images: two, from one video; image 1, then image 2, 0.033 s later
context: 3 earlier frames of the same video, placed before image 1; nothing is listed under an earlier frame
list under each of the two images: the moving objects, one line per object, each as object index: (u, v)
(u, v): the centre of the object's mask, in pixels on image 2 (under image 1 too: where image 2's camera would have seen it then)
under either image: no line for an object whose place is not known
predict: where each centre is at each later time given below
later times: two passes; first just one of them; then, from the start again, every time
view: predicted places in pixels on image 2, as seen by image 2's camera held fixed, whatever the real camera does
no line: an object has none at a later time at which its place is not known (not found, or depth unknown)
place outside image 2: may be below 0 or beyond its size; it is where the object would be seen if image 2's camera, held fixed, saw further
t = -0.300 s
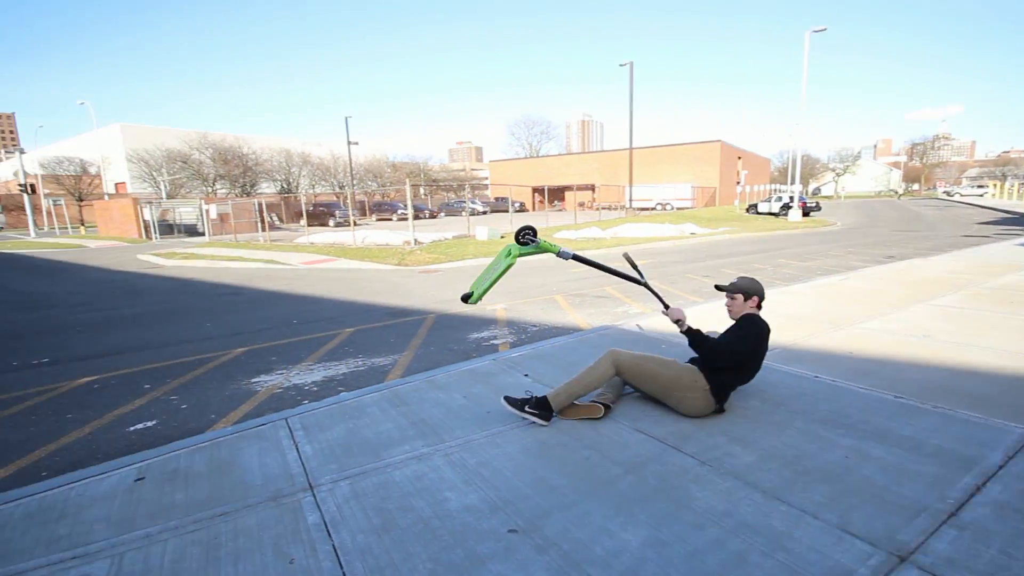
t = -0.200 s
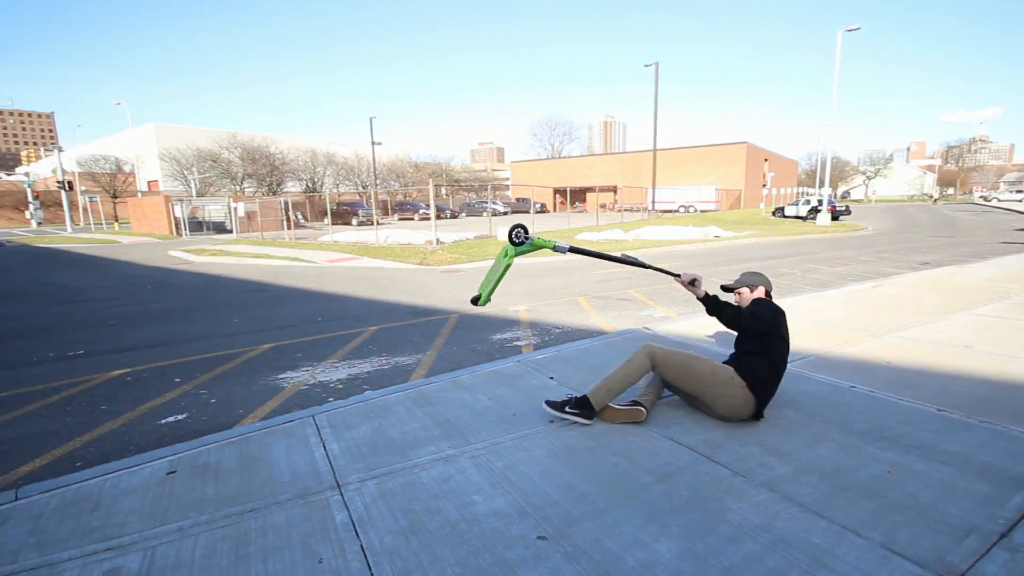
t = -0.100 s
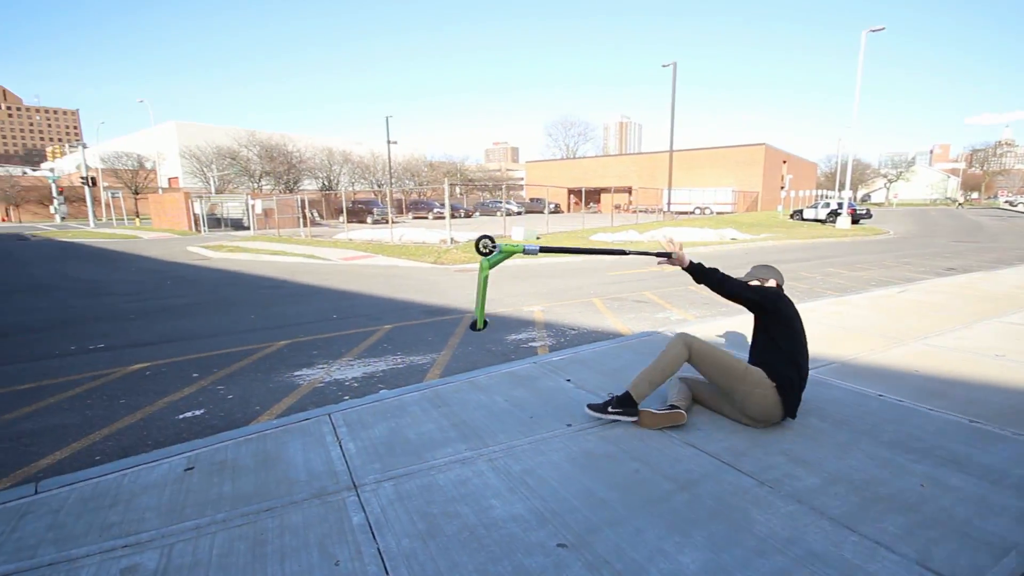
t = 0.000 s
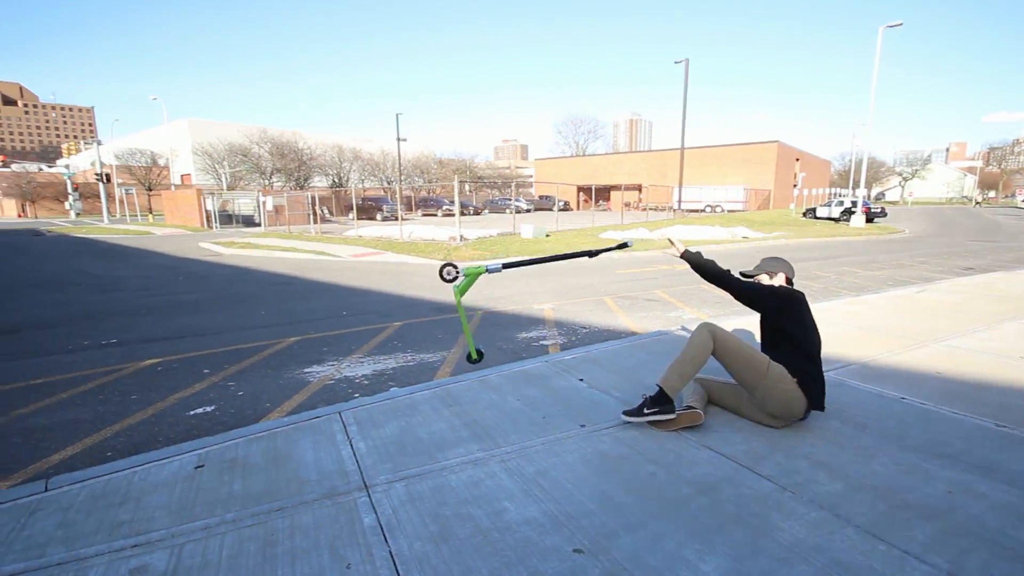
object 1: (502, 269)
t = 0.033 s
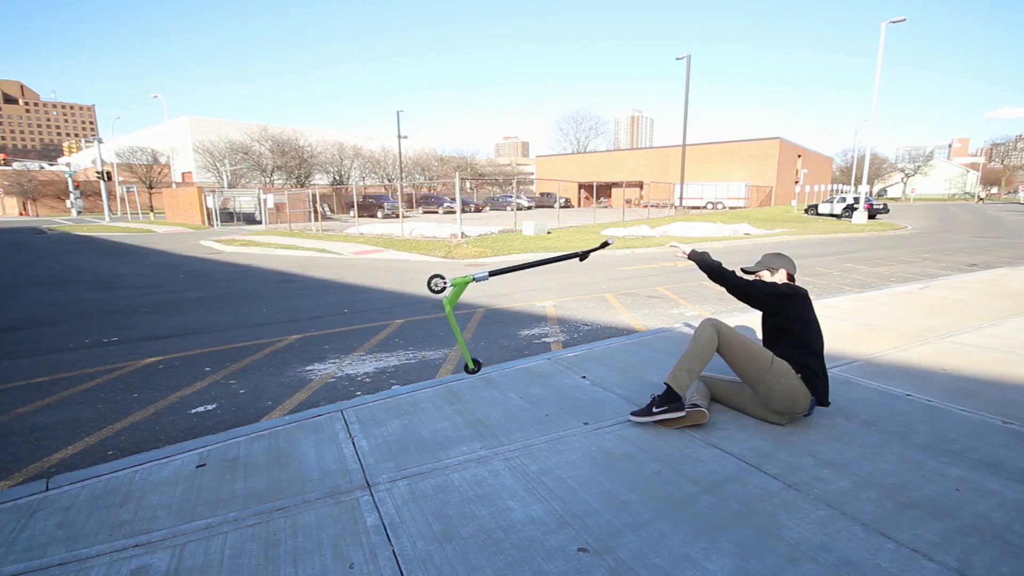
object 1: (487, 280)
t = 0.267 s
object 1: (403, 258)
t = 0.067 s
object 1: (472, 292)
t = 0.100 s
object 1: (458, 298)
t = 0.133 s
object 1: (447, 286)
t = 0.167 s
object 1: (436, 276)
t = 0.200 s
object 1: (425, 268)
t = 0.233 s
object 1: (414, 262)
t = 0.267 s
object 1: (403, 258)
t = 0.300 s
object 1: (393, 255)
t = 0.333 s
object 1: (388, 253)
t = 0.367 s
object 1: (373, 258)
